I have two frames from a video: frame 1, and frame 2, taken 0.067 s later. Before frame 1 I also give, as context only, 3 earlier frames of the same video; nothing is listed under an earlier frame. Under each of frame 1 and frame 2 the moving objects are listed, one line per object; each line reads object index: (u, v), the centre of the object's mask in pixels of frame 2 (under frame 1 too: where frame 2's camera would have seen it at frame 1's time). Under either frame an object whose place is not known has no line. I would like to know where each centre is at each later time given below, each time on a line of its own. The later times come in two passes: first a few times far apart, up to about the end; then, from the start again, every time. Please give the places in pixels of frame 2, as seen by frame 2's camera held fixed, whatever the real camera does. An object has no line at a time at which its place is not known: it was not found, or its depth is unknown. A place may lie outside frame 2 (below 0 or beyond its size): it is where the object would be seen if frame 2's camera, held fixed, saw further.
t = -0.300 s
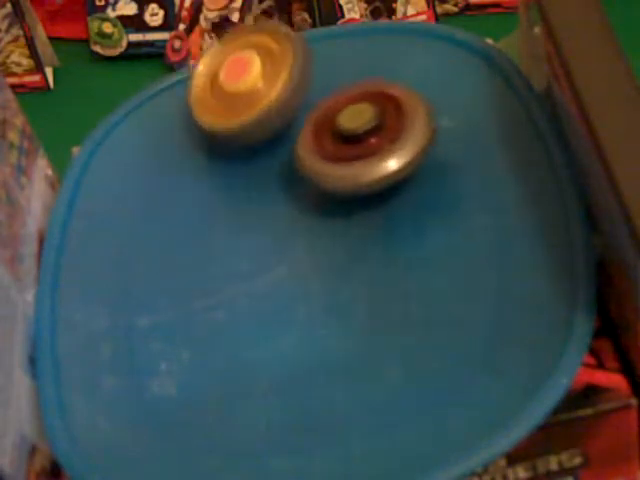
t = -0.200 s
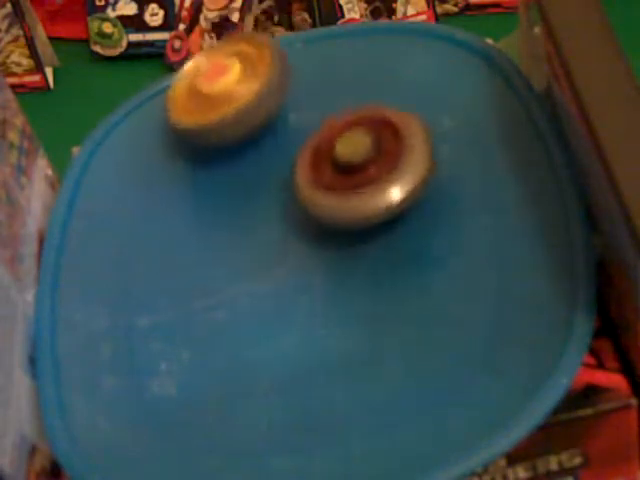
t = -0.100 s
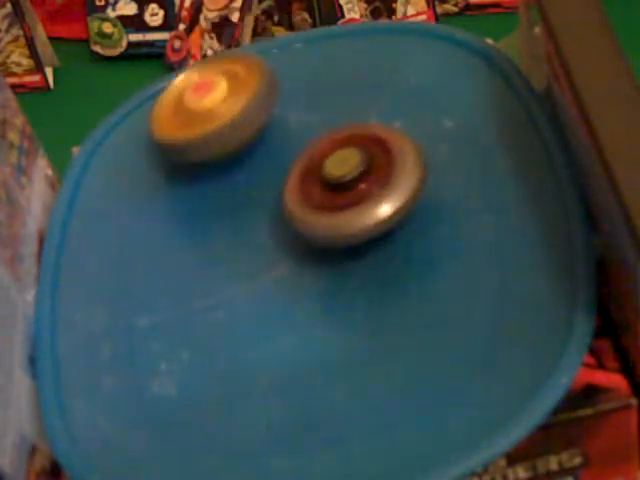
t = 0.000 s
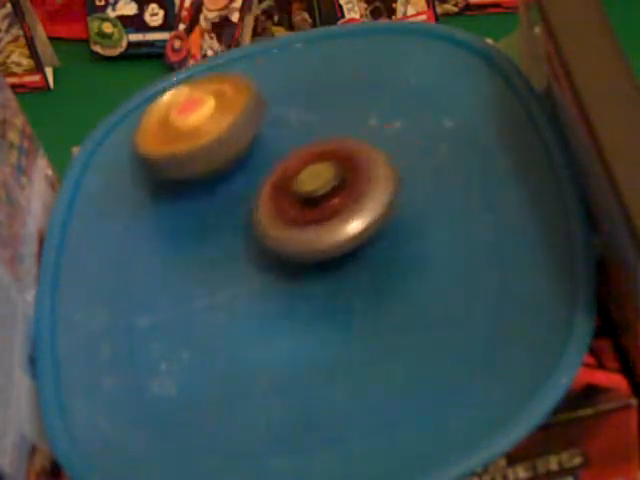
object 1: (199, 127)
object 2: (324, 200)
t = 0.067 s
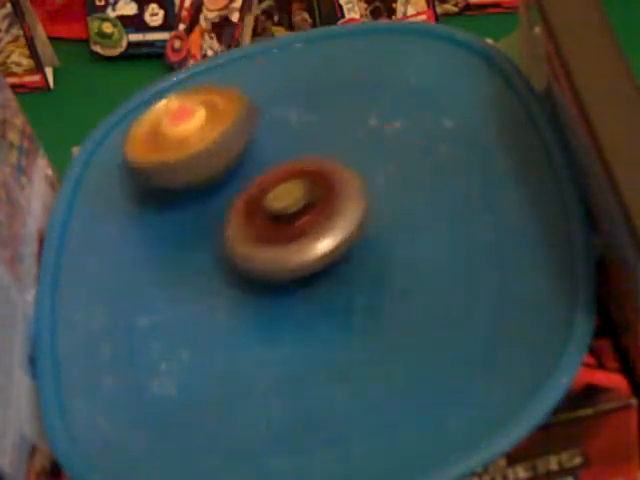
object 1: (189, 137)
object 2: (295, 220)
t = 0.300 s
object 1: (156, 164)
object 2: (237, 298)
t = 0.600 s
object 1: (139, 172)
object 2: (208, 328)
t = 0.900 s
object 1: (174, 167)
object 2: (209, 313)
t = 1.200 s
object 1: (231, 160)
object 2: (258, 278)
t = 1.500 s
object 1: (251, 124)
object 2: (373, 234)
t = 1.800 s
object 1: (221, 87)
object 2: (446, 197)
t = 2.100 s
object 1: (191, 118)
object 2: (379, 137)
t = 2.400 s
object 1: (107, 106)
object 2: (317, 205)
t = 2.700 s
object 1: (139, 135)
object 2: (269, 237)
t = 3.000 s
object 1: (163, 134)
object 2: (253, 217)
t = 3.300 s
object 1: (170, 124)
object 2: (358, 212)
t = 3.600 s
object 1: (174, 161)
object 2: (351, 140)
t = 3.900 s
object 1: (153, 190)
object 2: (304, 120)
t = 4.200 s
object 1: (128, 201)
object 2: (265, 122)
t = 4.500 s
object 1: (99, 233)
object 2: (328, 90)
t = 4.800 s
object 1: (126, 260)
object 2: (328, 96)
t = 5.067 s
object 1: (151, 279)
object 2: (303, 134)
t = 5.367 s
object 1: (145, 320)
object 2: (273, 205)
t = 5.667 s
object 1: (123, 332)
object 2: (261, 244)
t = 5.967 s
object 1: (141, 325)
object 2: (278, 235)
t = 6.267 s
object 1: (186, 334)
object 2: (295, 167)
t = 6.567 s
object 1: (208, 351)
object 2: (301, 123)
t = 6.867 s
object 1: (214, 348)
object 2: (301, 121)
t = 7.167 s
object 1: (247, 325)
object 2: (291, 133)
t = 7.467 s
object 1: (292, 319)
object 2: (243, 187)
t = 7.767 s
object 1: (308, 329)
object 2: (220, 246)
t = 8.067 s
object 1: (319, 320)
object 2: (223, 220)
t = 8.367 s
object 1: (345, 290)
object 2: (286, 171)
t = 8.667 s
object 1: (375, 271)
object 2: (347, 123)
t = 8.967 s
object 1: (372, 266)
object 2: (355, 115)
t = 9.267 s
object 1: (372, 241)
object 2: (316, 132)
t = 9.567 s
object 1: (385, 213)
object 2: (234, 179)
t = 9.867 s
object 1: (387, 204)
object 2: (183, 213)
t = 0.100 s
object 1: (184, 143)
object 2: (282, 230)
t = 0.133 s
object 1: (180, 147)
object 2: (273, 241)
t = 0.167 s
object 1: (175, 151)
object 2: (265, 253)
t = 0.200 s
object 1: (169, 155)
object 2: (258, 265)
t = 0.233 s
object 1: (165, 159)
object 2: (252, 277)
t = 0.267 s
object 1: (161, 161)
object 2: (244, 288)
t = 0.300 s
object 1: (156, 164)
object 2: (237, 298)
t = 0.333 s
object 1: (153, 166)
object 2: (230, 309)
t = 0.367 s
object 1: (150, 168)
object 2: (223, 317)
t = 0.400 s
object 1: (146, 170)
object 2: (218, 322)
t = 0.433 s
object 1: (143, 171)
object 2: (215, 325)
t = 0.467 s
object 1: (141, 172)
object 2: (213, 327)
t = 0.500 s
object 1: (139, 172)
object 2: (210, 328)
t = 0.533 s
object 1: (139, 172)
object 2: (209, 328)
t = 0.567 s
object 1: (138, 173)
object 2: (209, 328)
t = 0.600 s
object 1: (139, 172)
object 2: (208, 328)
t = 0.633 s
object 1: (141, 172)
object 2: (208, 328)
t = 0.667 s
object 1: (143, 172)
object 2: (208, 328)
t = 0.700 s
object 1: (145, 171)
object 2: (208, 327)
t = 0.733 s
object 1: (149, 170)
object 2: (208, 327)
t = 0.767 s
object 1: (154, 170)
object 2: (207, 325)
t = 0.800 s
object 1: (159, 169)
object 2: (207, 322)
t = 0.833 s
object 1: (164, 168)
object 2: (207, 319)
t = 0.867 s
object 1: (169, 168)
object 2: (208, 316)
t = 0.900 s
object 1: (174, 167)
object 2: (209, 313)
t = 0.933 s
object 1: (180, 167)
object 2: (210, 309)
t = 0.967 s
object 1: (187, 166)
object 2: (212, 306)
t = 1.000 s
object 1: (192, 166)
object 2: (213, 303)
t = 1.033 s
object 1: (198, 167)
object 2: (215, 301)
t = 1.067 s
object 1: (204, 166)
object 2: (220, 295)
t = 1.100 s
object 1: (210, 166)
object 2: (226, 288)
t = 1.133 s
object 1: (217, 164)
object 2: (235, 282)
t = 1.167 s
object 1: (225, 161)
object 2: (245, 282)
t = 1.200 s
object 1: (231, 160)
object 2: (258, 278)
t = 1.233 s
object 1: (235, 152)
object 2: (273, 286)
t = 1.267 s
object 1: (239, 141)
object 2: (288, 291)
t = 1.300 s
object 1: (243, 135)
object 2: (303, 286)
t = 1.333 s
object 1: (249, 133)
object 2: (316, 277)
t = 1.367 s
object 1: (252, 135)
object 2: (328, 265)
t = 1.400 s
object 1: (255, 136)
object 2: (337, 251)
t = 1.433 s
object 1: (258, 138)
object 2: (346, 237)
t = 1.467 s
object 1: (260, 139)
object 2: (352, 225)
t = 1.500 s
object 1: (251, 124)
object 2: (373, 234)
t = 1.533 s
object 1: (241, 104)
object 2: (397, 248)
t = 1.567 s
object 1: (235, 90)
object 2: (412, 256)
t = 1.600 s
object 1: (234, 77)
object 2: (422, 256)
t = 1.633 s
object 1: (234, 73)
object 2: (428, 251)
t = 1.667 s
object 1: (234, 75)
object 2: (435, 242)
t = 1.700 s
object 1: (231, 78)
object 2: (442, 230)
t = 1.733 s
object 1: (227, 80)
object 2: (446, 219)
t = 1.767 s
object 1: (224, 84)
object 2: (447, 208)
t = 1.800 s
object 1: (221, 87)
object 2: (446, 197)
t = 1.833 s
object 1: (218, 90)
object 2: (444, 186)
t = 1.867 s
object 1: (215, 93)
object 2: (439, 177)
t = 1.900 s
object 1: (211, 97)
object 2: (433, 168)
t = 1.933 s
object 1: (208, 101)
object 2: (425, 160)
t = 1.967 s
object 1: (204, 105)
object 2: (417, 153)
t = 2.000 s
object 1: (201, 108)
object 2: (408, 148)
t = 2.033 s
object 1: (197, 112)
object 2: (399, 144)
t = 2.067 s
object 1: (194, 116)
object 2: (390, 140)
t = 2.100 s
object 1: (191, 118)
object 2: (379, 137)
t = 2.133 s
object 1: (188, 122)
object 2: (367, 136)
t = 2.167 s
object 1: (185, 124)
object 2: (352, 135)
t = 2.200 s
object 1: (183, 127)
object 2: (337, 137)
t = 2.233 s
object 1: (180, 130)
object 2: (321, 139)
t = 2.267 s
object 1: (173, 132)
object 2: (309, 142)
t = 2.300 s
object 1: (160, 131)
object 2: (303, 150)
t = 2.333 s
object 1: (134, 122)
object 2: (312, 167)
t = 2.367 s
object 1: (115, 111)
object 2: (317, 187)
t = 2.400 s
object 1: (107, 106)
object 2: (317, 205)
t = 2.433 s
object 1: (108, 108)
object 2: (310, 223)
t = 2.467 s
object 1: (111, 110)
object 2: (300, 236)
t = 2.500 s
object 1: (117, 115)
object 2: (290, 243)
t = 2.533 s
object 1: (123, 121)
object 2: (282, 244)
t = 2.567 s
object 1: (130, 126)
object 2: (280, 242)
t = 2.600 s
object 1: (134, 129)
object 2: (277, 241)
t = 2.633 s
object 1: (136, 131)
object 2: (274, 241)
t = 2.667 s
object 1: (139, 134)
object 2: (272, 239)
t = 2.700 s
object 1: (139, 135)
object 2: (269, 237)
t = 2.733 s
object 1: (139, 135)
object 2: (266, 234)
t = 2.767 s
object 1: (142, 135)
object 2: (264, 231)
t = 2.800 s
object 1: (144, 136)
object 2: (261, 229)
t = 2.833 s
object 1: (146, 137)
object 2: (258, 226)
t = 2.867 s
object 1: (150, 136)
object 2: (255, 223)
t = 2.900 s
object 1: (153, 137)
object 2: (252, 220)
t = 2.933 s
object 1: (156, 137)
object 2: (250, 217)
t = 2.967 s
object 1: (159, 134)
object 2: (252, 217)
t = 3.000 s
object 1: (163, 134)
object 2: (253, 217)
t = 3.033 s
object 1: (161, 124)
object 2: (270, 234)
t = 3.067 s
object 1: (156, 112)
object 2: (290, 253)
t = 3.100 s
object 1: (158, 108)
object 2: (307, 260)
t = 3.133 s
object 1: (161, 112)
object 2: (318, 260)
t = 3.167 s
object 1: (163, 115)
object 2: (329, 253)
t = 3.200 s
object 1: (164, 118)
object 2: (338, 244)
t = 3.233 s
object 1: (166, 120)
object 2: (347, 234)
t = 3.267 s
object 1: (168, 122)
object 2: (354, 222)
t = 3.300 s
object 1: (170, 124)
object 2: (358, 212)
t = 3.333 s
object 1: (172, 128)
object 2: (360, 202)
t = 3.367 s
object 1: (173, 131)
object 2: (362, 192)
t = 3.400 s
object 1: (174, 136)
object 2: (362, 183)
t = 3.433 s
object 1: (175, 139)
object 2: (363, 174)
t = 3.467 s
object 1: (176, 144)
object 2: (362, 165)
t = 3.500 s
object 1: (176, 148)
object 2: (359, 157)
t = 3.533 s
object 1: (175, 153)
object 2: (357, 150)
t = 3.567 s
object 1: (175, 157)
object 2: (354, 145)
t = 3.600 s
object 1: (174, 161)
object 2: (351, 140)
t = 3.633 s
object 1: (173, 166)
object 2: (347, 136)
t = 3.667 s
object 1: (171, 169)
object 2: (343, 132)
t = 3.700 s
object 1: (168, 173)
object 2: (339, 129)
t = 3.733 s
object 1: (167, 177)
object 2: (333, 126)
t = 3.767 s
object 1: (164, 180)
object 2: (328, 124)
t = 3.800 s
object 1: (161, 184)
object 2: (322, 123)
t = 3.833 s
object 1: (158, 186)
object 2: (316, 122)
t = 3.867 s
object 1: (155, 189)
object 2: (311, 121)
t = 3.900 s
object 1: (153, 190)
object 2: (304, 120)
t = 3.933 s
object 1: (150, 192)
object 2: (299, 120)
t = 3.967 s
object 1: (147, 193)
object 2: (293, 120)
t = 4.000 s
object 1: (146, 194)
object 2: (286, 120)
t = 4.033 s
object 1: (143, 195)
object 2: (278, 121)
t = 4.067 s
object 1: (143, 196)
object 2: (269, 123)
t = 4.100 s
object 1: (140, 196)
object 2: (261, 125)
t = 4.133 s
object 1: (132, 200)
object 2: (263, 122)
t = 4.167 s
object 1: (128, 201)
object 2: (266, 121)
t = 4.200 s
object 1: (128, 201)
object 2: (265, 122)
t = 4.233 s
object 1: (130, 201)
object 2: (264, 122)
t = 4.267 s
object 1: (132, 201)
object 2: (263, 123)
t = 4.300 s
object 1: (135, 202)
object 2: (262, 124)
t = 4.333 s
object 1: (140, 202)
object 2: (262, 124)
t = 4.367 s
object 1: (143, 202)
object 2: (261, 125)
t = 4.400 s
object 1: (130, 209)
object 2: (271, 121)
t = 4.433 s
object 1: (105, 225)
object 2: (298, 105)
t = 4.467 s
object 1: (97, 230)
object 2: (316, 94)
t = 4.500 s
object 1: (99, 233)
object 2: (328, 90)
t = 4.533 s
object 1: (103, 236)
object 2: (333, 88)
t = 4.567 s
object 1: (105, 240)
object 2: (333, 87)
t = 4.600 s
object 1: (106, 243)
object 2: (333, 87)
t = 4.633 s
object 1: (109, 246)
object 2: (333, 87)
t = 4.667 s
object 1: (112, 248)
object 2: (333, 88)
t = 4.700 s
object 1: (115, 252)
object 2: (333, 90)
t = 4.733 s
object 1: (118, 255)
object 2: (332, 92)
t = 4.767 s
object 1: (123, 257)
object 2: (330, 95)
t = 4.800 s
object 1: (126, 260)
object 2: (328, 96)
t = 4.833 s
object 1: (130, 262)
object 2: (327, 98)
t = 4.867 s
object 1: (134, 264)
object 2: (326, 99)
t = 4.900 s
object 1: (138, 267)
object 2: (323, 102)
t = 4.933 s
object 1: (140, 270)
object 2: (320, 107)
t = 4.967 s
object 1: (143, 272)
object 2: (316, 112)
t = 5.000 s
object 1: (145, 274)
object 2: (312, 118)
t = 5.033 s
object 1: (148, 277)
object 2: (308, 126)
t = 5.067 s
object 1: (151, 279)
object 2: (303, 134)
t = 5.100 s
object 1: (155, 283)
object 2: (298, 143)
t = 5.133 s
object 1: (158, 285)
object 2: (292, 153)
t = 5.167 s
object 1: (160, 288)
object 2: (286, 162)
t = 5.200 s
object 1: (163, 291)
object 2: (280, 171)
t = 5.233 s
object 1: (164, 293)
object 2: (273, 181)
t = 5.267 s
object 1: (167, 296)
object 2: (269, 189)
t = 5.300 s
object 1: (168, 298)
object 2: (265, 196)
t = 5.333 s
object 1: (159, 305)
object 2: (263, 203)
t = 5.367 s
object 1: (145, 320)
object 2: (273, 205)
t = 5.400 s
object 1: (140, 323)
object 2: (285, 204)
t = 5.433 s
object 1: (142, 323)
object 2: (292, 207)
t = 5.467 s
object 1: (142, 325)
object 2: (294, 210)
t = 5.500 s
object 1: (140, 328)
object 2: (288, 216)
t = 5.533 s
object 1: (136, 329)
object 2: (280, 223)
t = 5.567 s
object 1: (136, 331)
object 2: (272, 230)
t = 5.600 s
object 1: (133, 331)
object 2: (264, 238)
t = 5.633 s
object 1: (129, 332)
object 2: (259, 244)
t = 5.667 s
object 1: (123, 332)
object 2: (261, 244)
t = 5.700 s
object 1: (124, 332)
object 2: (262, 245)
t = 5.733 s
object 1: (126, 333)
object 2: (262, 246)
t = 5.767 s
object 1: (126, 332)
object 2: (262, 245)
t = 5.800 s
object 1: (131, 331)
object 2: (263, 245)
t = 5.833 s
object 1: (132, 330)
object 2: (263, 245)
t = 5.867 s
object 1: (133, 330)
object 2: (266, 243)
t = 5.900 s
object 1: (136, 326)
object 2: (268, 242)
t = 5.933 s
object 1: (139, 326)
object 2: (273, 239)
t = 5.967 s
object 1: (141, 325)
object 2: (278, 235)
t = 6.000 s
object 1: (148, 324)
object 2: (282, 229)
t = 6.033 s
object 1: (152, 326)
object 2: (286, 222)
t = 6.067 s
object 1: (155, 327)
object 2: (288, 215)
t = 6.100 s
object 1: (162, 326)
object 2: (290, 207)
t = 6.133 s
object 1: (166, 328)
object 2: (290, 198)
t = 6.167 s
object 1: (173, 329)
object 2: (291, 191)
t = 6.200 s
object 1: (178, 330)
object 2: (292, 183)
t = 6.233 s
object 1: (183, 332)
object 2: (293, 175)
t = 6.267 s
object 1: (186, 334)
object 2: (295, 167)
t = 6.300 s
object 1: (191, 336)
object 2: (296, 160)
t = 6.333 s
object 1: (195, 338)
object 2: (297, 153)
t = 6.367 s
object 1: (198, 339)
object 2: (299, 145)
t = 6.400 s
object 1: (200, 342)
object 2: (300, 139)
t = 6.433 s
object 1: (203, 344)
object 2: (300, 132)
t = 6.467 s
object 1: (205, 346)
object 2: (301, 127)
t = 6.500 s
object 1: (207, 348)
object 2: (302, 125)
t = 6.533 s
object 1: (208, 349)
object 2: (302, 123)
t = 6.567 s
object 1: (208, 351)
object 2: (301, 123)
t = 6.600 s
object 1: (209, 352)
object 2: (300, 122)
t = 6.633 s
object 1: (209, 353)
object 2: (300, 122)
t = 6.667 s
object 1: (209, 354)
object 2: (300, 121)
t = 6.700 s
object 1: (210, 354)
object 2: (301, 121)
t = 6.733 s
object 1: (210, 354)
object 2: (301, 121)
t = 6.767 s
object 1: (210, 353)
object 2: (301, 121)
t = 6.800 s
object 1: (212, 351)
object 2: (301, 121)
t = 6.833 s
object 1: (212, 349)
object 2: (301, 121)
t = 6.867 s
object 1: (214, 348)
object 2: (301, 121)
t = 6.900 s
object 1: (215, 346)
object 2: (301, 122)
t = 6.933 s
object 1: (219, 343)
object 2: (301, 122)
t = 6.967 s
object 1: (221, 342)
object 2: (299, 124)
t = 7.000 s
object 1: (224, 338)
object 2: (299, 125)
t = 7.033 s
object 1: (228, 335)
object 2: (297, 127)
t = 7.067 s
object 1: (233, 333)
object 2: (297, 128)
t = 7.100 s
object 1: (236, 331)
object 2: (295, 129)
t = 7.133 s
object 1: (242, 328)
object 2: (292, 131)
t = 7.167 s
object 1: (247, 325)
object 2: (291, 133)
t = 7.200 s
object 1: (252, 324)
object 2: (287, 136)
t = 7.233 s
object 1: (258, 324)
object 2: (283, 140)
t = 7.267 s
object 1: (264, 323)
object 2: (278, 145)
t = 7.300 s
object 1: (269, 321)
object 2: (272, 150)
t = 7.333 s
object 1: (273, 321)
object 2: (266, 157)
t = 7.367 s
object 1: (279, 320)
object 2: (260, 164)
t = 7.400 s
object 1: (284, 319)
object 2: (254, 172)
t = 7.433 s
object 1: (289, 319)
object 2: (249, 178)
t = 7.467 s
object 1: (292, 319)
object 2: (243, 187)
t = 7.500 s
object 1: (296, 319)
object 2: (239, 194)
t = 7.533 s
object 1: (299, 319)
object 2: (234, 203)
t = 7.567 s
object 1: (302, 320)
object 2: (231, 210)
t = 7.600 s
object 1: (304, 321)
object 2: (228, 219)
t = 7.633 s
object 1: (306, 322)
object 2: (225, 227)
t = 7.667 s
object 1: (307, 322)
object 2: (224, 235)
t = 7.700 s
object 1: (308, 322)
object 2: (222, 242)
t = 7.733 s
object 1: (308, 325)
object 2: (221, 246)
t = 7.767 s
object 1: (308, 329)
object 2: (220, 246)
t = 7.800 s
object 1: (310, 337)
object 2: (215, 237)
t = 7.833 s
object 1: (308, 338)
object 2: (215, 229)
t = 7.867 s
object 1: (308, 335)
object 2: (216, 226)
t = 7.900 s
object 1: (312, 332)
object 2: (217, 226)
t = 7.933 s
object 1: (312, 330)
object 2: (217, 225)
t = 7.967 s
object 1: (315, 328)
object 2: (218, 224)
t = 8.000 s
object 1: (316, 326)
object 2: (219, 224)
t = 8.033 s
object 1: (317, 323)
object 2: (220, 222)
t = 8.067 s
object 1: (319, 320)
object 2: (223, 220)
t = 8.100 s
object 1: (322, 317)
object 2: (228, 217)
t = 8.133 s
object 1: (324, 314)
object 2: (235, 212)
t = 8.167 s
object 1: (327, 311)
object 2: (242, 207)
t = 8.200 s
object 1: (328, 307)
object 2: (249, 202)
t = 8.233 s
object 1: (332, 304)
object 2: (257, 195)
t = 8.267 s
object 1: (335, 299)
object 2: (264, 190)
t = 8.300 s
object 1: (338, 296)
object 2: (272, 184)
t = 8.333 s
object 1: (341, 292)
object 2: (279, 177)
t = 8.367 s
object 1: (345, 290)
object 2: (286, 171)
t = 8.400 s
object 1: (348, 286)
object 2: (294, 165)
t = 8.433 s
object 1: (352, 284)
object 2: (301, 159)
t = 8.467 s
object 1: (356, 281)
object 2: (308, 153)
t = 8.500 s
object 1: (360, 279)
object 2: (315, 149)
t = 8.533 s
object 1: (362, 277)
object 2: (322, 143)
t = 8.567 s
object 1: (366, 275)
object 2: (329, 137)
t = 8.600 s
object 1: (369, 274)
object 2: (336, 133)
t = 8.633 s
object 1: (374, 272)
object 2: (342, 127)
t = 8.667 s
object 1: (375, 271)
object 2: (347, 123)
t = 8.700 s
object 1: (377, 271)
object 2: (352, 120)
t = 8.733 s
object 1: (377, 270)
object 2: (355, 118)
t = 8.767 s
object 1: (378, 270)
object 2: (356, 116)
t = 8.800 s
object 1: (378, 270)
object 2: (356, 116)
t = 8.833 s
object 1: (378, 269)
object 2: (356, 115)
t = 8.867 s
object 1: (377, 268)
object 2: (356, 115)
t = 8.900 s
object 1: (376, 267)
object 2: (356, 115)
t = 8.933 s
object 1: (373, 267)
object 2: (356, 115)
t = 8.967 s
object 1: (372, 266)
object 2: (355, 115)
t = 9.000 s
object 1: (372, 263)
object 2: (354, 115)
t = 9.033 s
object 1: (372, 261)
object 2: (353, 116)
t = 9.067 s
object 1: (369, 260)
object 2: (352, 116)
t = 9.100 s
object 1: (371, 256)
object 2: (350, 117)
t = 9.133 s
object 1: (370, 253)
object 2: (346, 119)
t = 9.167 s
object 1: (370, 251)
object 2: (341, 121)
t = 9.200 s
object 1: (369, 248)
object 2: (335, 125)
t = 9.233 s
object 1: (371, 245)
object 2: (326, 128)
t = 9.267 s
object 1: (372, 241)
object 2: (316, 132)
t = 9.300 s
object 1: (374, 237)
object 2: (306, 136)
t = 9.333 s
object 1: (374, 233)
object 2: (296, 140)
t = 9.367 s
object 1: (376, 229)
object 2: (286, 147)
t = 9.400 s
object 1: (376, 225)
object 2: (276, 152)
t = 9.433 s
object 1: (378, 222)
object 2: (268, 158)
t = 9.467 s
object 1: (379, 220)
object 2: (259, 163)
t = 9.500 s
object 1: (382, 217)
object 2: (252, 169)
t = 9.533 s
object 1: (383, 214)
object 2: (243, 174)
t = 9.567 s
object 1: (385, 213)
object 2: (234, 179)
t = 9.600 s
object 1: (387, 211)
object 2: (225, 184)
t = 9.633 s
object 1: (389, 209)
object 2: (218, 188)
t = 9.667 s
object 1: (390, 208)
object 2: (210, 192)
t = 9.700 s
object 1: (391, 207)
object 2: (202, 198)
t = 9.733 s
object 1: (392, 204)
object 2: (194, 203)
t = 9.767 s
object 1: (392, 204)
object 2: (188, 207)
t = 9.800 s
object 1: (391, 204)
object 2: (184, 211)
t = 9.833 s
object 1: (389, 205)
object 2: (182, 212)
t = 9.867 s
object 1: (387, 204)
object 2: (183, 213)
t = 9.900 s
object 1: (385, 204)
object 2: (182, 214)
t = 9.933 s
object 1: (383, 204)
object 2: (183, 215)
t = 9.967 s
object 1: (381, 202)
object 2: (184, 215)
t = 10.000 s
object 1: (379, 201)
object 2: (184, 216)
